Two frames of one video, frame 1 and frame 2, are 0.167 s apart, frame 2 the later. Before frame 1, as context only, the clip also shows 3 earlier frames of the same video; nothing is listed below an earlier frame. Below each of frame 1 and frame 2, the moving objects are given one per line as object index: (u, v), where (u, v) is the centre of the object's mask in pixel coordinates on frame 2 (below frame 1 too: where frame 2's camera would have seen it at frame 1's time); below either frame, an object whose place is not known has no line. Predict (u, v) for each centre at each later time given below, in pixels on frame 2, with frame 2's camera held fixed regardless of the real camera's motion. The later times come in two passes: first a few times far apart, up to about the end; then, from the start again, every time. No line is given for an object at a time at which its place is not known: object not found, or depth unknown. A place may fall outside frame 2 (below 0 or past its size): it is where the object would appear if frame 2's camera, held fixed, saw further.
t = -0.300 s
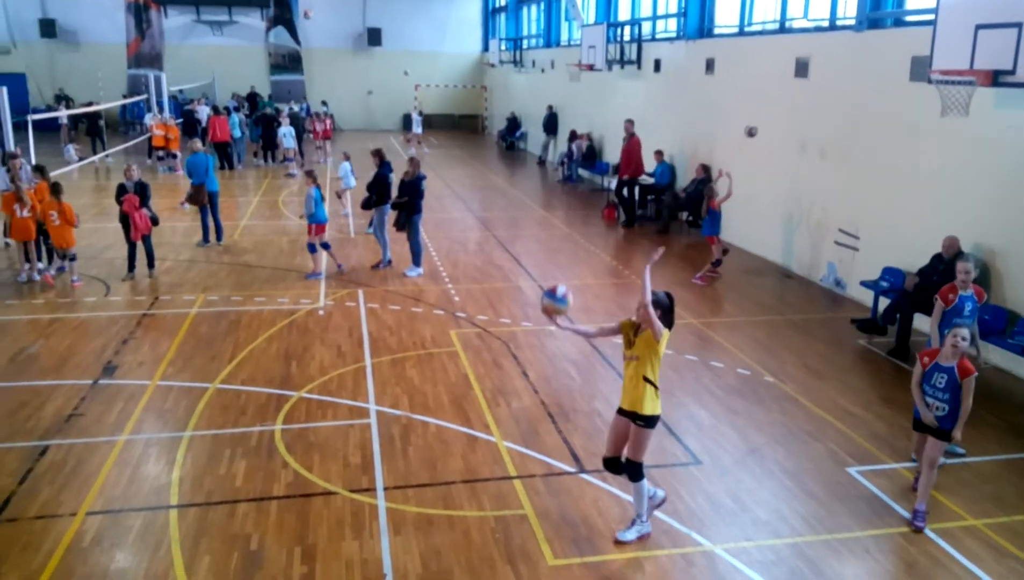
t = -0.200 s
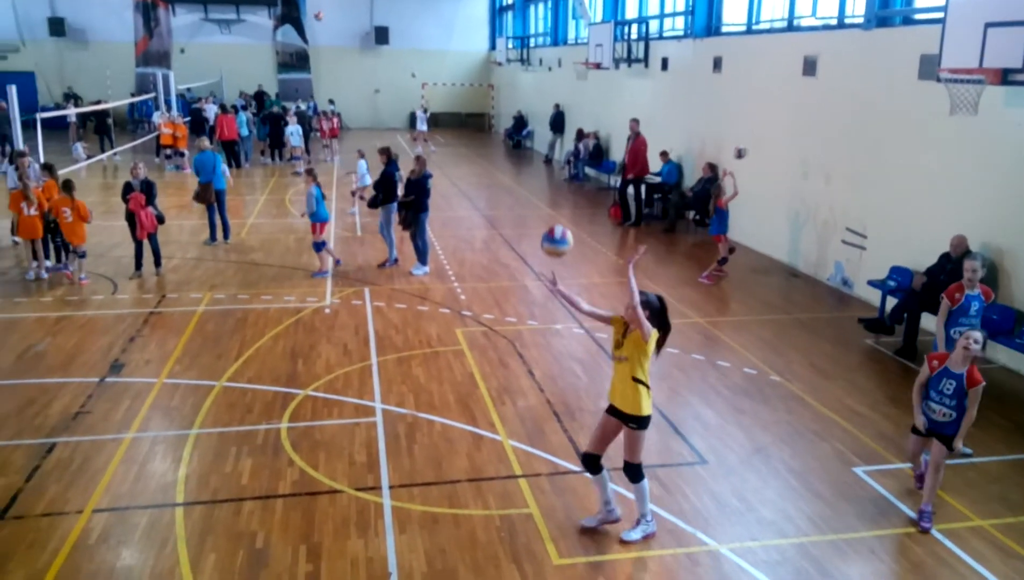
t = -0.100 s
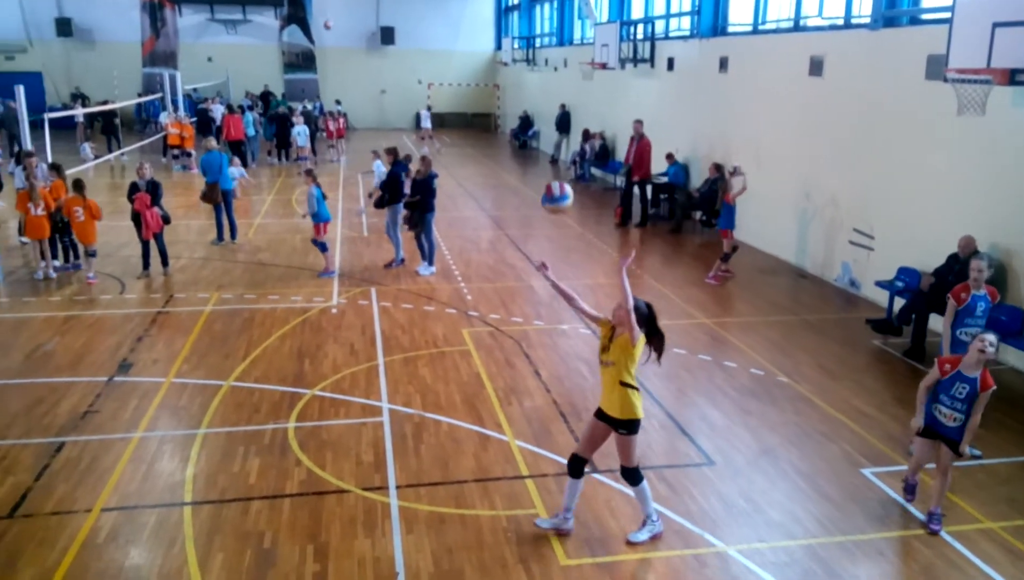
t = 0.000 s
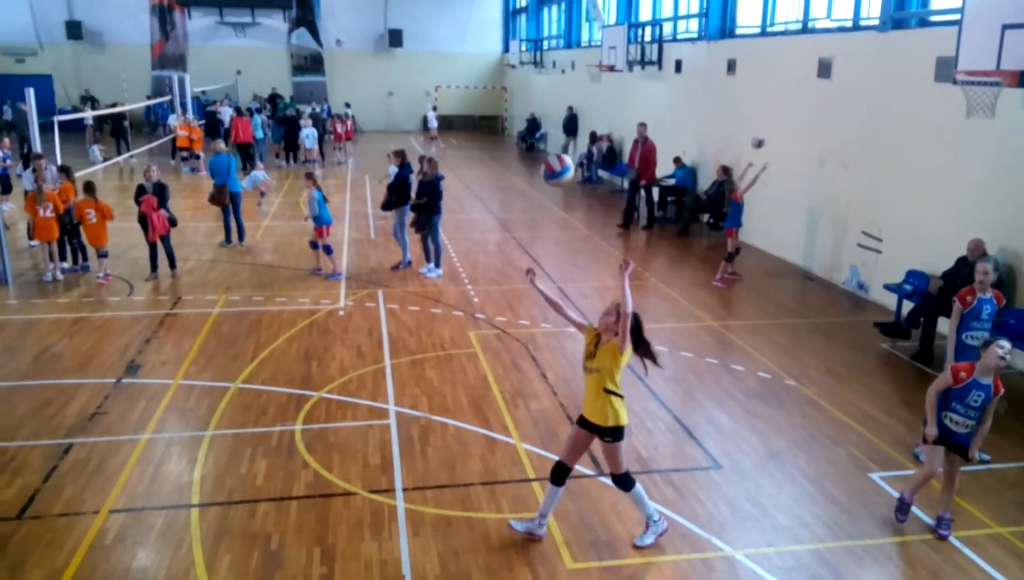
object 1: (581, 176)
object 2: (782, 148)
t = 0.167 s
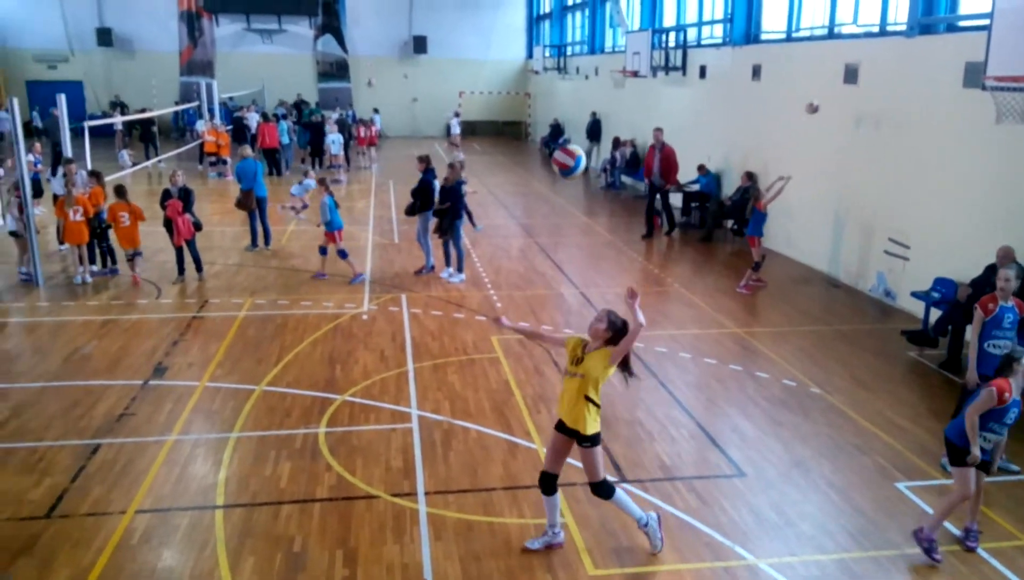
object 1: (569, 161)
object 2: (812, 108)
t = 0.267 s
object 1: (561, 174)
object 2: (828, 92)
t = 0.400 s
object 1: (549, 220)
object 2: (846, 85)
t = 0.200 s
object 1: (566, 163)
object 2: (817, 101)
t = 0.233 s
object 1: (564, 168)
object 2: (823, 96)
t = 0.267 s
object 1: (561, 174)
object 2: (828, 92)
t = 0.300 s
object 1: (559, 183)
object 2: (832, 90)
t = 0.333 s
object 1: (556, 194)
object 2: (837, 88)
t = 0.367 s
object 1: (553, 206)
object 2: (842, 86)
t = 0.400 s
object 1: (549, 220)
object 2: (846, 85)
